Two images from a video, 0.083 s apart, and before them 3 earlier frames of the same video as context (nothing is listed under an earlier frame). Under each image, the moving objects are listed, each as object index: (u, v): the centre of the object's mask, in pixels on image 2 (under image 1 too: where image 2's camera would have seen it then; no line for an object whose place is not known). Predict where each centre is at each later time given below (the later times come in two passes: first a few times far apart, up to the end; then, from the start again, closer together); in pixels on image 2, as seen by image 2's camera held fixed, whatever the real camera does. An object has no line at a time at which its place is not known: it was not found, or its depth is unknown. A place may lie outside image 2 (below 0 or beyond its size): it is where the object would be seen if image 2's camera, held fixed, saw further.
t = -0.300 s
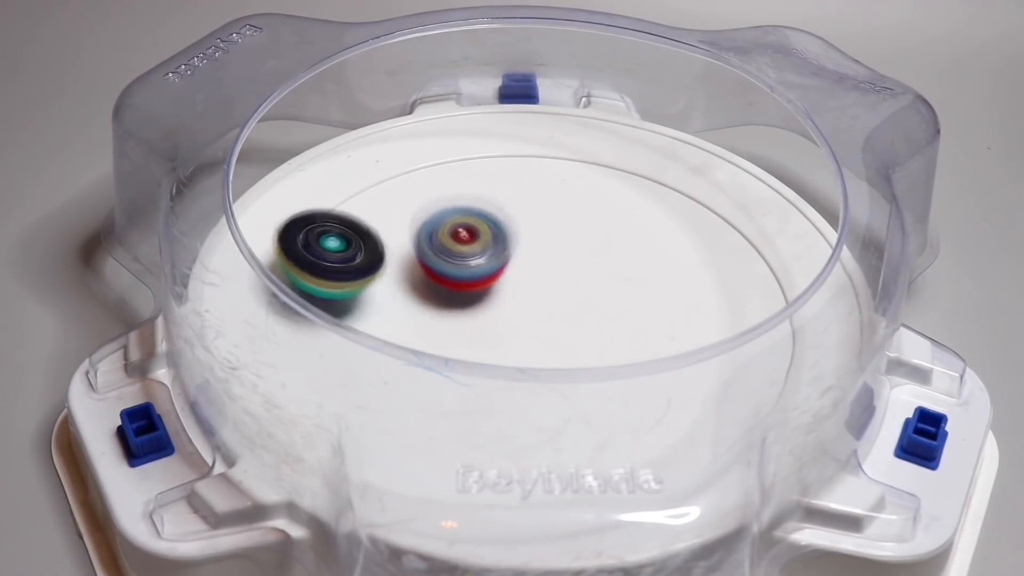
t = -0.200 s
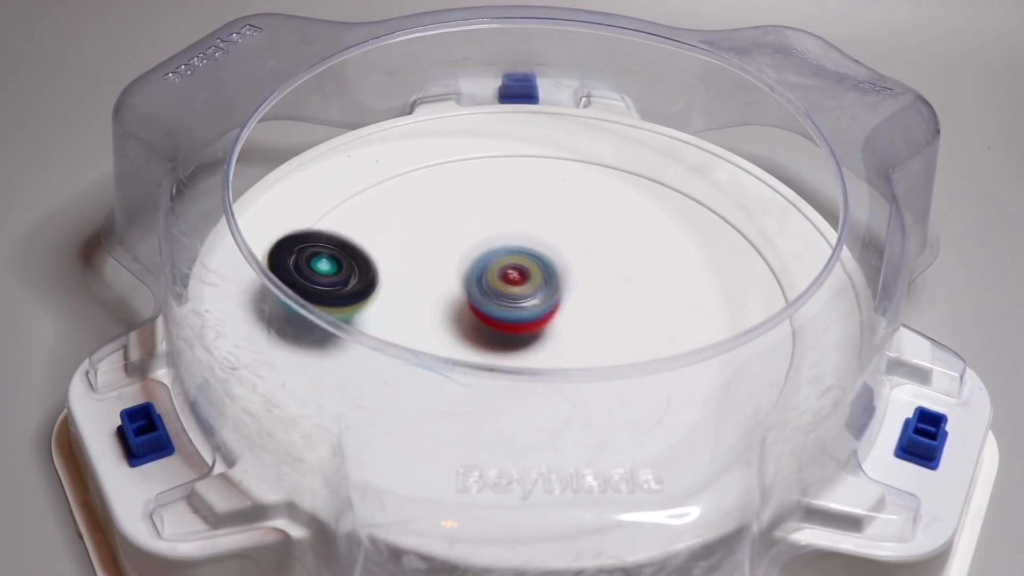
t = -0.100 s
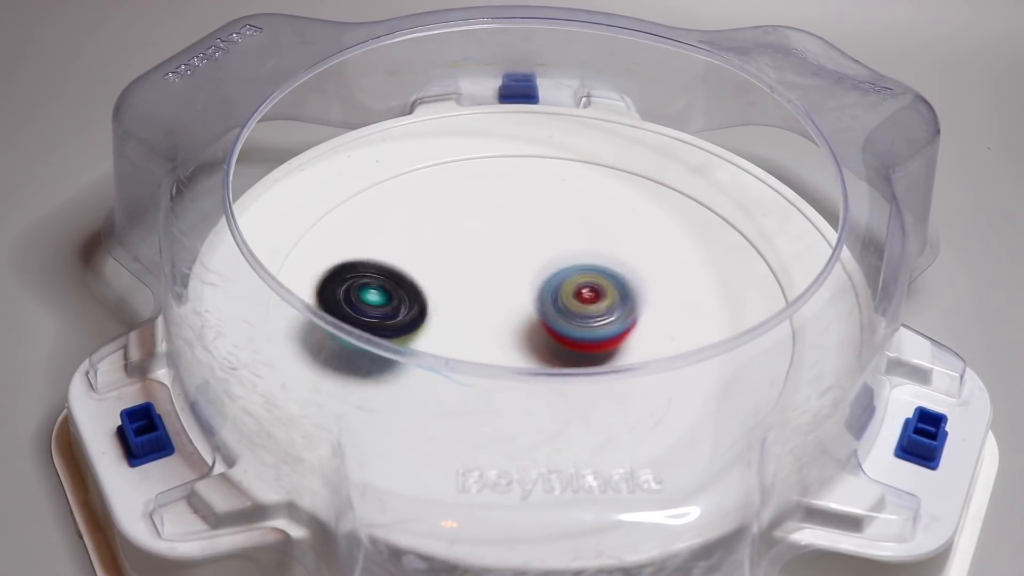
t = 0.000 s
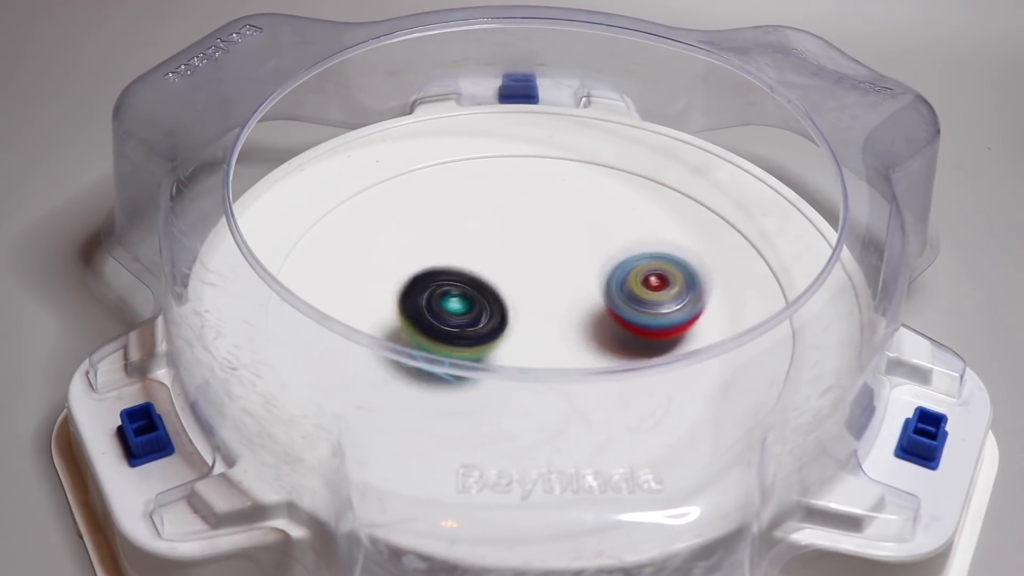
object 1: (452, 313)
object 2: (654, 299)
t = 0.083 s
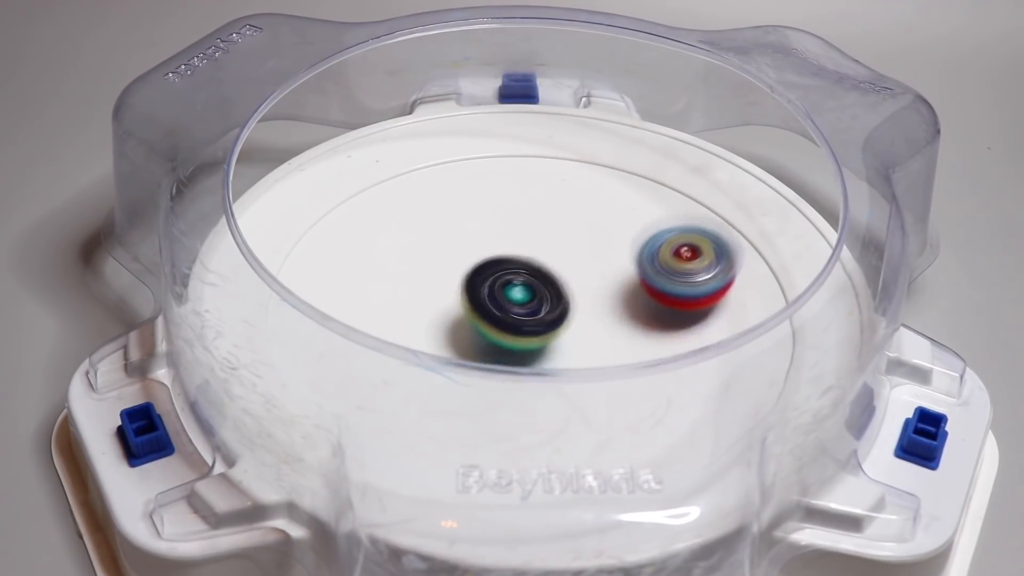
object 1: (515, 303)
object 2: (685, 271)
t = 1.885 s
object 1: (434, 356)
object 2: (549, 335)
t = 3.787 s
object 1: (698, 293)
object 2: (488, 313)
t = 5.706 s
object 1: (473, 316)
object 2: (587, 214)
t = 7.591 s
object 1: (680, 369)
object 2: (330, 241)
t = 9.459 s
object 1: (496, 328)
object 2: (605, 328)
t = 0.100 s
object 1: (526, 300)
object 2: (688, 265)
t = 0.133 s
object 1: (546, 292)
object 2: (689, 252)
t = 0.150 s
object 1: (554, 287)
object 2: (687, 245)
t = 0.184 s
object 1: (569, 278)
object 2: (675, 236)
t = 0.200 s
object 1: (576, 274)
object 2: (670, 229)
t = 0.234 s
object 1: (584, 265)
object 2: (660, 217)
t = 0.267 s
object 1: (578, 261)
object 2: (657, 204)
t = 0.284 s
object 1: (575, 259)
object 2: (654, 199)
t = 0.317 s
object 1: (570, 256)
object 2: (646, 191)
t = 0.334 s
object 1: (568, 254)
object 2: (641, 188)
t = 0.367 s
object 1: (566, 251)
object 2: (631, 185)
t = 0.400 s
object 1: (564, 248)
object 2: (618, 184)
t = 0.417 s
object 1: (561, 249)
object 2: (613, 184)
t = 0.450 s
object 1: (552, 253)
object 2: (606, 183)
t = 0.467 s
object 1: (548, 255)
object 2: (602, 182)
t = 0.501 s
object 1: (542, 260)
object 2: (593, 184)
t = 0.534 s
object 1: (538, 264)
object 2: (584, 186)
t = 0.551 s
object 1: (537, 267)
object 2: (580, 188)
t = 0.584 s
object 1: (538, 271)
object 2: (571, 195)
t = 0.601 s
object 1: (539, 274)
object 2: (566, 199)
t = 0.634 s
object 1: (540, 283)
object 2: (564, 206)
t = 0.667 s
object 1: (538, 296)
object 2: (567, 211)
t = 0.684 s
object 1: (537, 304)
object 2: (570, 214)
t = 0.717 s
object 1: (537, 315)
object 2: (575, 217)
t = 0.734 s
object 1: (539, 321)
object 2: (577, 220)
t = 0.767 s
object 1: (544, 326)
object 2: (583, 224)
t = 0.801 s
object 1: (553, 331)
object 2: (588, 230)
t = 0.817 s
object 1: (558, 332)
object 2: (591, 231)
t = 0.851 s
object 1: (570, 336)
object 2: (596, 238)
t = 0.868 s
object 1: (577, 337)
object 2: (599, 240)
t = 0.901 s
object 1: (589, 339)
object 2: (605, 246)
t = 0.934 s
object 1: (604, 349)
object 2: (609, 252)
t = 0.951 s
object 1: (612, 350)
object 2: (612, 255)
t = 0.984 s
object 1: (626, 350)
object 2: (616, 260)
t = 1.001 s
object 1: (631, 349)
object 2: (618, 262)
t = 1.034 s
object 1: (644, 346)
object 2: (623, 264)
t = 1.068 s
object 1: (652, 331)
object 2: (626, 267)
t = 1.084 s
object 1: (655, 330)
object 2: (627, 269)
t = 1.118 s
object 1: (658, 330)
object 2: (630, 266)
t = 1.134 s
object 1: (659, 330)
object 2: (632, 265)
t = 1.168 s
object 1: (658, 329)
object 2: (636, 263)
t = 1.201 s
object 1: (657, 328)
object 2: (638, 261)
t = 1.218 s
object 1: (653, 328)
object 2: (640, 261)
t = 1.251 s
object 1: (646, 327)
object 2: (642, 259)
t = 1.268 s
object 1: (639, 328)
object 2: (643, 259)
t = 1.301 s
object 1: (626, 328)
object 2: (642, 258)
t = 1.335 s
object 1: (610, 329)
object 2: (641, 259)
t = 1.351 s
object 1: (601, 330)
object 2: (640, 258)
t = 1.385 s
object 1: (585, 331)
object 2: (634, 261)
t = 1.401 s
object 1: (576, 331)
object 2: (630, 263)
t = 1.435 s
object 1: (560, 332)
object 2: (623, 266)
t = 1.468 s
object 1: (543, 333)
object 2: (614, 270)
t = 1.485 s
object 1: (536, 333)
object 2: (610, 273)
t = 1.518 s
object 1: (520, 333)
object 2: (601, 279)
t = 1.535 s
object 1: (514, 333)
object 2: (597, 282)
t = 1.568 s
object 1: (499, 334)
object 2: (589, 288)
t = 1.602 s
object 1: (487, 334)
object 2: (581, 298)
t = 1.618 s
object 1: (480, 334)
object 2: (577, 301)
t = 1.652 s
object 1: (469, 334)
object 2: (569, 310)
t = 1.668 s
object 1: (462, 343)
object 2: (568, 311)
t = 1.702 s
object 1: (452, 344)
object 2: (562, 318)
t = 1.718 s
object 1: (447, 347)
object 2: (559, 320)
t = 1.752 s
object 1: (440, 348)
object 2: (556, 323)
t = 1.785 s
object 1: (434, 352)
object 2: (554, 326)
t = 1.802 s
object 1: (432, 352)
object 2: (553, 328)
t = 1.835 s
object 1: (431, 354)
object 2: (550, 332)
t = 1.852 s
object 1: (431, 355)
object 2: (549, 332)
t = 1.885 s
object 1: (434, 356)
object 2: (549, 335)
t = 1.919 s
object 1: (434, 355)
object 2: (553, 337)
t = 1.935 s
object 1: (435, 354)
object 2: (552, 350)
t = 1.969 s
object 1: (436, 348)
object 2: (556, 354)
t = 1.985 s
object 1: (435, 343)
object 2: (560, 356)
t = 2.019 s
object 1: (436, 338)
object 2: (567, 356)
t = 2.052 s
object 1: (439, 326)
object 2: (573, 357)
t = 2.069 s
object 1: (439, 324)
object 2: (575, 357)
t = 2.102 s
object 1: (439, 319)
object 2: (580, 360)
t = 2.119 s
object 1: (440, 317)
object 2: (582, 360)
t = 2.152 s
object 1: (440, 311)
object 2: (585, 360)
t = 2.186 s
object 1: (442, 303)
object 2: (586, 360)
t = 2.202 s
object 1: (442, 299)
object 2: (579, 367)
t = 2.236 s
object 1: (443, 290)
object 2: (587, 357)
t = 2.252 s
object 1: (444, 286)
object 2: (587, 356)
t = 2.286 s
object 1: (444, 277)
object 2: (587, 354)
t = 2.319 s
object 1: (446, 270)
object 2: (586, 351)
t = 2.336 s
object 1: (446, 266)
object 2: (584, 350)
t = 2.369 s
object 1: (447, 258)
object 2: (583, 339)
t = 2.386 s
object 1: (448, 255)
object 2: (581, 339)
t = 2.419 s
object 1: (449, 248)
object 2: (579, 337)
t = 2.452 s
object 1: (450, 242)
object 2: (574, 335)
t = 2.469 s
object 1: (451, 239)
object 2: (572, 334)
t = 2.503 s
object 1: (452, 234)
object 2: (566, 331)
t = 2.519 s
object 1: (453, 232)
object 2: (563, 328)
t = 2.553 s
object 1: (455, 229)
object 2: (554, 324)
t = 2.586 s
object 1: (457, 227)
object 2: (544, 321)
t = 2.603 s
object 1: (460, 226)
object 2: (540, 319)
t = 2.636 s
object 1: (463, 226)
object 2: (532, 314)
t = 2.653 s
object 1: (465, 226)
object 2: (527, 311)
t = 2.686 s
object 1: (471, 226)
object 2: (518, 309)
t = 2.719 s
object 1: (473, 215)
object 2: (514, 321)
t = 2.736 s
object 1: (475, 210)
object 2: (511, 325)
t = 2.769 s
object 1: (476, 203)
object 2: (506, 330)
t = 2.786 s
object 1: (476, 200)
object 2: (505, 332)
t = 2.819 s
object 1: (477, 194)
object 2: (500, 349)
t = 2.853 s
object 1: (477, 190)
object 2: (501, 351)
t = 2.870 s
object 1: (478, 188)
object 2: (500, 359)
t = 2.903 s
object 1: (479, 186)
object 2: (506, 360)
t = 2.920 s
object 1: (480, 185)
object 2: (509, 361)
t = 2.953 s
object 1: (482, 186)
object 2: (513, 366)
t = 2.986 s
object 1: (486, 190)
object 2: (521, 368)
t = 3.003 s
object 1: (488, 193)
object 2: (525, 369)
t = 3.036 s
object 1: (495, 200)
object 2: (533, 369)
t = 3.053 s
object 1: (498, 203)
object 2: (536, 368)
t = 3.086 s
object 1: (507, 211)
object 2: (545, 363)
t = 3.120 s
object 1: (518, 218)
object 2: (550, 357)
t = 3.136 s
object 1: (521, 222)
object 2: (552, 352)
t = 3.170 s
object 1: (532, 229)
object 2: (555, 340)
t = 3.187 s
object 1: (538, 233)
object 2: (555, 338)
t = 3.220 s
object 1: (548, 241)
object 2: (555, 334)
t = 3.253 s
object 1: (559, 246)
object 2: (552, 329)
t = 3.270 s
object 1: (566, 246)
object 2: (547, 331)
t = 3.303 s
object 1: (580, 245)
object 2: (536, 335)
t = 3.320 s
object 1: (587, 245)
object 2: (531, 338)
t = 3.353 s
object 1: (599, 248)
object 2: (517, 361)
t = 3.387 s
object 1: (610, 250)
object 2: (510, 368)
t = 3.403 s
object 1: (615, 252)
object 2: (511, 383)
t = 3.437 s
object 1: (625, 255)
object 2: (516, 384)
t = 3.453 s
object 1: (629, 258)
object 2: (519, 391)
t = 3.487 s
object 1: (638, 261)
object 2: (532, 398)
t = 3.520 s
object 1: (647, 264)
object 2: (548, 401)
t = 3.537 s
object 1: (651, 266)
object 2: (557, 398)
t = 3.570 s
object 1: (658, 271)
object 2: (572, 391)
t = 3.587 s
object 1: (662, 274)
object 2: (576, 384)
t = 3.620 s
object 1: (666, 278)
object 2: (587, 365)
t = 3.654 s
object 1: (671, 283)
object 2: (585, 341)
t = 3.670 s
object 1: (672, 285)
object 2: (580, 338)
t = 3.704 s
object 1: (682, 289)
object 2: (559, 331)
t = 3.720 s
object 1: (686, 290)
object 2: (545, 328)
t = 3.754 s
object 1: (693, 292)
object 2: (517, 320)
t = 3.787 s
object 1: (698, 293)
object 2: (488, 313)
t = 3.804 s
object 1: (700, 294)
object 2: (473, 311)
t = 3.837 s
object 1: (700, 296)
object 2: (446, 306)
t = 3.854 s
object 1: (698, 297)
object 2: (431, 304)
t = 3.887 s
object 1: (692, 299)
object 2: (406, 302)
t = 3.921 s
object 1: (683, 301)
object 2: (383, 301)
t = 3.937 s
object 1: (677, 303)
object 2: (374, 301)
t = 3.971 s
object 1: (665, 307)
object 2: (348, 318)
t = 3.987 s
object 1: (659, 309)
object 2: (340, 323)
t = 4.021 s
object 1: (646, 313)
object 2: (329, 335)
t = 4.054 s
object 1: (633, 317)
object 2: (325, 350)
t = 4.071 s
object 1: (625, 319)
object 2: (327, 359)
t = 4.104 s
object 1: (612, 322)
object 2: (336, 381)
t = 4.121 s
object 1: (604, 324)
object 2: (351, 387)
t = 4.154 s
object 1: (590, 326)
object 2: (379, 403)
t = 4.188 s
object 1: (577, 328)
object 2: (416, 414)
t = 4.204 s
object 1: (570, 329)
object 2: (438, 417)
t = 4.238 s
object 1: (557, 330)
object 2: (482, 417)
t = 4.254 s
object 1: (557, 329)
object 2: (494, 415)
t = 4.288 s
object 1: (590, 320)
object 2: (476, 404)
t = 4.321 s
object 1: (620, 300)
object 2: (462, 395)
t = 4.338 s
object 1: (634, 293)
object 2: (457, 388)
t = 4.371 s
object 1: (656, 272)
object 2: (442, 374)
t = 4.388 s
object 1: (666, 265)
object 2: (433, 369)
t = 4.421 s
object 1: (681, 249)
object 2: (418, 355)
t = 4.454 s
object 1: (690, 238)
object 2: (410, 324)
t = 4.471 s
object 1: (693, 233)
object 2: (401, 318)
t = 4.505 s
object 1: (696, 224)
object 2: (385, 308)
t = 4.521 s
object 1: (694, 221)
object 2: (377, 304)
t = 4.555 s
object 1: (693, 217)
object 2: (363, 295)
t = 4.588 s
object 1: (690, 213)
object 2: (350, 287)
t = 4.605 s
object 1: (686, 211)
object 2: (345, 283)
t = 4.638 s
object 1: (679, 211)
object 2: (335, 277)
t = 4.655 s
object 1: (675, 211)
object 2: (330, 275)
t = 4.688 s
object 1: (665, 214)
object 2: (325, 272)
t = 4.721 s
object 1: (654, 218)
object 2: (325, 273)
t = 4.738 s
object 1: (648, 220)
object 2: (326, 274)
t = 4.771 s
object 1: (636, 227)
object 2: (333, 277)
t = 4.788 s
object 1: (631, 231)
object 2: (340, 279)
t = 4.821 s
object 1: (618, 238)
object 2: (355, 284)
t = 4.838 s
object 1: (612, 242)
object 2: (363, 286)
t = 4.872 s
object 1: (601, 252)
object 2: (383, 289)
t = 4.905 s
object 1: (591, 261)
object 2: (405, 288)
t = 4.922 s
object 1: (586, 265)
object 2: (417, 286)
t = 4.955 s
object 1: (577, 274)
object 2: (440, 280)
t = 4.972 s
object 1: (573, 278)
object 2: (450, 276)
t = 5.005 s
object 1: (570, 288)
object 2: (465, 264)
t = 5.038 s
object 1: (572, 299)
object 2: (469, 248)
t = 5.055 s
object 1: (572, 302)
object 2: (469, 241)
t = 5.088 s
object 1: (568, 309)
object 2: (469, 228)
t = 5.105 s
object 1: (565, 314)
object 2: (470, 222)
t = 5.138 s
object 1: (559, 319)
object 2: (466, 210)
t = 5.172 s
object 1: (553, 322)
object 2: (460, 202)
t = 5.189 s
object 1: (550, 323)
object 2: (455, 198)
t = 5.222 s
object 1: (542, 325)
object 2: (448, 189)
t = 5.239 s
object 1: (538, 326)
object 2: (445, 186)
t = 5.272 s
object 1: (530, 327)
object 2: (436, 182)
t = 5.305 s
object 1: (522, 326)
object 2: (429, 183)
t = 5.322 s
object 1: (518, 326)
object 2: (425, 185)
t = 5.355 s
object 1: (510, 325)
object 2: (423, 192)
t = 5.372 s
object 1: (506, 325)
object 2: (424, 198)
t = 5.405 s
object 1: (498, 323)
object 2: (429, 211)
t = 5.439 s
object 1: (491, 320)
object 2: (438, 225)
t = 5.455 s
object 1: (488, 318)
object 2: (445, 232)
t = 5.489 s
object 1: (482, 317)
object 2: (464, 240)
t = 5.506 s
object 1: (479, 318)
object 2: (478, 241)
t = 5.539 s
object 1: (473, 321)
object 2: (499, 242)
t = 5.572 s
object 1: (470, 323)
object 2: (520, 239)
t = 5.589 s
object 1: (468, 323)
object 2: (531, 237)
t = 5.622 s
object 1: (469, 323)
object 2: (549, 231)
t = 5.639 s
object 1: (469, 322)
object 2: (557, 227)
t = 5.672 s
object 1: (471, 320)
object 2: (574, 221)
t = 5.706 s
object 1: (473, 316)
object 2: (587, 214)
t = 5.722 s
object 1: (476, 315)
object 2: (596, 208)
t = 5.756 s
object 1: (482, 311)
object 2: (607, 201)
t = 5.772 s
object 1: (483, 308)
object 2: (612, 199)
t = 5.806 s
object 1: (491, 305)
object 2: (622, 191)
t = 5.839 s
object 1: (496, 301)
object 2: (628, 185)
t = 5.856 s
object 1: (500, 301)
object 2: (631, 181)
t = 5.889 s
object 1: (507, 298)
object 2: (632, 178)
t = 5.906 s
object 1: (510, 297)
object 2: (632, 177)
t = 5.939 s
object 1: (518, 295)
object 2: (628, 178)
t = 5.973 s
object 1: (525, 293)
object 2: (621, 184)
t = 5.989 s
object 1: (530, 293)
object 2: (618, 189)
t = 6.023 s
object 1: (536, 292)
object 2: (611, 200)
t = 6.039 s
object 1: (540, 293)
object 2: (608, 207)
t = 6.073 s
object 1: (547, 293)
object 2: (604, 221)
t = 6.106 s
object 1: (553, 294)
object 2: (605, 232)
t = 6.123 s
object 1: (545, 300)
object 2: (612, 240)
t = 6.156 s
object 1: (520, 319)
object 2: (629, 245)
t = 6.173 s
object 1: (510, 323)
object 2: (640, 247)
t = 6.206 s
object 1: (493, 332)
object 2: (657, 252)
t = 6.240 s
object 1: (473, 351)
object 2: (671, 258)
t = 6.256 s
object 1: (463, 359)
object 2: (678, 261)
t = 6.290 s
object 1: (447, 374)
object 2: (691, 266)
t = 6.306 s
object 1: (440, 377)
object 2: (700, 264)
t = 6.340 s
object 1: (434, 375)
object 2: (709, 273)
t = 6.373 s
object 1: (426, 382)
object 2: (718, 279)
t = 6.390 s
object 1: (426, 376)
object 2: (724, 277)
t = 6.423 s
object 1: (425, 375)
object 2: (729, 283)
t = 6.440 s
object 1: (423, 372)
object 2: (730, 287)
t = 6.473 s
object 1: (429, 368)
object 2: (731, 291)
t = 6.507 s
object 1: (434, 355)
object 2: (726, 296)
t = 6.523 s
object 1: (438, 356)
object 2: (723, 298)
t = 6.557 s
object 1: (445, 345)
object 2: (714, 303)
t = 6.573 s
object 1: (451, 333)
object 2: (710, 306)
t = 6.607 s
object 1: (462, 329)
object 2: (697, 312)
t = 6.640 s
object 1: (472, 322)
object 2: (680, 319)
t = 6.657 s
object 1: (476, 321)
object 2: (675, 321)
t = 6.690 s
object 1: (488, 306)
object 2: (657, 329)
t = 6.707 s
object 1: (494, 306)
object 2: (650, 332)
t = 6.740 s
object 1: (508, 289)
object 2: (630, 356)
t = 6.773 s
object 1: (520, 286)
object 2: (614, 363)
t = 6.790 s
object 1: (527, 281)
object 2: (608, 364)
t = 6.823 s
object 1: (539, 270)
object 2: (590, 368)
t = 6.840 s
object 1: (545, 267)
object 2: (581, 368)
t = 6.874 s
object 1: (556, 256)
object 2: (562, 384)
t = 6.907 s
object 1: (566, 252)
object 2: (545, 389)
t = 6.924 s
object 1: (571, 249)
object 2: (537, 390)
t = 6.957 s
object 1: (579, 238)
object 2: (518, 397)
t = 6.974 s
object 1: (584, 240)
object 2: (510, 398)
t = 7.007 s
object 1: (589, 235)
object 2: (492, 409)
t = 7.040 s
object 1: (597, 236)
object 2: (477, 409)
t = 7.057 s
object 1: (597, 233)
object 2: (471, 409)
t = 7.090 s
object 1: (599, 236)
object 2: (456, 407)
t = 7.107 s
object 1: (598, 239)
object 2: (450, 406)
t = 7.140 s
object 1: (596, 242)
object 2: (438, 405)
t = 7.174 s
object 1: (592, 250)
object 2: (430, 404)
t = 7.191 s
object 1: (591, 251)
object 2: (428, 404)
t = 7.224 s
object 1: (584, 267)
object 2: (425, 401)
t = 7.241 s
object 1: (582, 267)
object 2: (424, 400)
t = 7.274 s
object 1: (575, 277)
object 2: (425, 397)
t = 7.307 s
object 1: (571, 283)
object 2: (429, 380)
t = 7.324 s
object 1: (566, 293)
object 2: (429, 377)
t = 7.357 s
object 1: (556, 310)
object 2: (432, 368)
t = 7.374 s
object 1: (556, 306)
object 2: (433, 359)
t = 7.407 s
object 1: (547, 318)
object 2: (436, 343)
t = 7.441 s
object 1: (555, 327)
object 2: (422, 320)
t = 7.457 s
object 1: (575, 331)
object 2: (403, 309)
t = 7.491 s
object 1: (608, 336)
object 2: (370, 290)
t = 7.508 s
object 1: (622, 345)
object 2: (357, 282)
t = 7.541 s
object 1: (650, 375)
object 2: (340, 265)
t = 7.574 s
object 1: (664, 383)
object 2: (332, 250)
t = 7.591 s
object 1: (680, 369)
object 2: (330, 241)
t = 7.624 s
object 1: (695, 368)
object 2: (328, 232)
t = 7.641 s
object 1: (701, 370)
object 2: (329, 230)
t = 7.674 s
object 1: (707, 372)
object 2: (332, 223)
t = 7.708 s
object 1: (711, 374)
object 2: (338, 220)
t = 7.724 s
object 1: (707, 375)
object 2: (341, 218)
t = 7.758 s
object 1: (692, 366)
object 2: (352, 216)
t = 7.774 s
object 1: (682, 353)
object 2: (359, 215)
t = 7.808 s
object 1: (672, 356)
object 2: (374, 215)
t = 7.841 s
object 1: (653, 350)
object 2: (387, 216)
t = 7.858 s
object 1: (644, 330)
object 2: (397, 216)
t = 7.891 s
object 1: (632, 323)
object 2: (418, 220)
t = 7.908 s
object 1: (621, 322)
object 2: (426, 220)
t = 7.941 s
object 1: (593, 320)
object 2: (444, 227)
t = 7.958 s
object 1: (584, 319)
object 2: (453, 228)
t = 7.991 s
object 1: (567, 319)
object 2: (473, 235)
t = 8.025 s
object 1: (553, 311)
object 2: (488, 241)
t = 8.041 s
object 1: (545, 313)
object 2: (497, 235)
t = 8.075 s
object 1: (533, 324)
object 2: (517, 224)
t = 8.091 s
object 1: (527, 326)
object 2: (527, 223)
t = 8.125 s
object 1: (518, 328)
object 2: (549, 210)
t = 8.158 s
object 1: (512, 331)
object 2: (568, 211)
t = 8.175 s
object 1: (508, 331)
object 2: (578, 207)
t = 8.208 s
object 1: (500, 347)
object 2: (599, 206)
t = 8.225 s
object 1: (497, 348)
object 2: (607, 206)
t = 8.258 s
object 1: (496, 332)
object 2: (623, 210)
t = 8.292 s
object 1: (492, 346)
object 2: (634, 215)
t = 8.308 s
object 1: (491, 346)
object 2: (639, 217)
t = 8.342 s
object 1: (492, 346)
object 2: (647, 223)
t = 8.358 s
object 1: (493, 348)
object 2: (649, 226)
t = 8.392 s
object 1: (496, 351)
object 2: (653, 235)
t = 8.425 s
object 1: (501, 353)
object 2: (656, 242)
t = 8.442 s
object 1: (504, 354)
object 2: (654, 247)
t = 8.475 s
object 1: (510, 355)
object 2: (654, 256)
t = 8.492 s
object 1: (511, 355)
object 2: (654, 261)
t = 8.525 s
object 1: (513, 354)
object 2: (649, 273)
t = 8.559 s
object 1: (512, 352)
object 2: (644, 283)
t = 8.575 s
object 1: (511, 352)
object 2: (639, 288)
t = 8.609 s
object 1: (507, 351)
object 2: (632, 300)
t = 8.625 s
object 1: (506, 350)
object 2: (627, 305)
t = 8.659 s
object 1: (502, 348)
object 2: (619, 315)
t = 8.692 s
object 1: (500, 346)
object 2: (610, 324)
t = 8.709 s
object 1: (500, 345)
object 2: (605, 327)
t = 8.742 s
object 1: (500, 344)
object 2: (596, 332)
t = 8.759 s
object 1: (498, 343)
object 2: (597, 333)
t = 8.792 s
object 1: (494, 341)
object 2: (598, 353)
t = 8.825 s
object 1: (492, 340)
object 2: (603, 360)
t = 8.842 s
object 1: (492, 339)
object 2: (604, 363)
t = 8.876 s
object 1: (493, 340)
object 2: (610, 364)
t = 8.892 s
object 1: (494, 340)
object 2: (613, 365)
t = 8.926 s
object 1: (496, 342)
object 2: (617, 365)
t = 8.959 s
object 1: (498, 343)
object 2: (620, 364)
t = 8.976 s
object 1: (498, 343)
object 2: (618, 364)
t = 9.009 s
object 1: (499, 344)
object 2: (616, 365)
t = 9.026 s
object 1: (500, 344)
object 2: (614, 364)
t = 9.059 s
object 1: (499, 344)
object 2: (611, 363)
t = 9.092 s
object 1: (498, 343)
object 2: (606, 361)
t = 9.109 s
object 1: (497, 342)
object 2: (605, 360)
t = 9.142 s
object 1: (496, 341)
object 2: (601, 357)
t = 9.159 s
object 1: (495, 340)
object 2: (599, 356)
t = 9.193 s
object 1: (496, 329)
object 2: (593, 355)
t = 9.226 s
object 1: (495, 328)
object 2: (591, 348)
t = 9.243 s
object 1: (495, 328)
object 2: (592, 346)
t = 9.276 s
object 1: (496, 327)
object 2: (595, 333)
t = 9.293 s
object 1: (496, 327)
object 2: (595, 332)
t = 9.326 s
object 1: (496, 327)
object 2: (596, 331)
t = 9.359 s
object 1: (496, 327)
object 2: (597, 330)
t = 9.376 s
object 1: (496, 328)
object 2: (598, 330)
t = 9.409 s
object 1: (496, 328)
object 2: (601, 328)
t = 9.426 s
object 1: (496, 328)
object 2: (602, 328)
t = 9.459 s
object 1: (496, 328)
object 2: (605, 328)
